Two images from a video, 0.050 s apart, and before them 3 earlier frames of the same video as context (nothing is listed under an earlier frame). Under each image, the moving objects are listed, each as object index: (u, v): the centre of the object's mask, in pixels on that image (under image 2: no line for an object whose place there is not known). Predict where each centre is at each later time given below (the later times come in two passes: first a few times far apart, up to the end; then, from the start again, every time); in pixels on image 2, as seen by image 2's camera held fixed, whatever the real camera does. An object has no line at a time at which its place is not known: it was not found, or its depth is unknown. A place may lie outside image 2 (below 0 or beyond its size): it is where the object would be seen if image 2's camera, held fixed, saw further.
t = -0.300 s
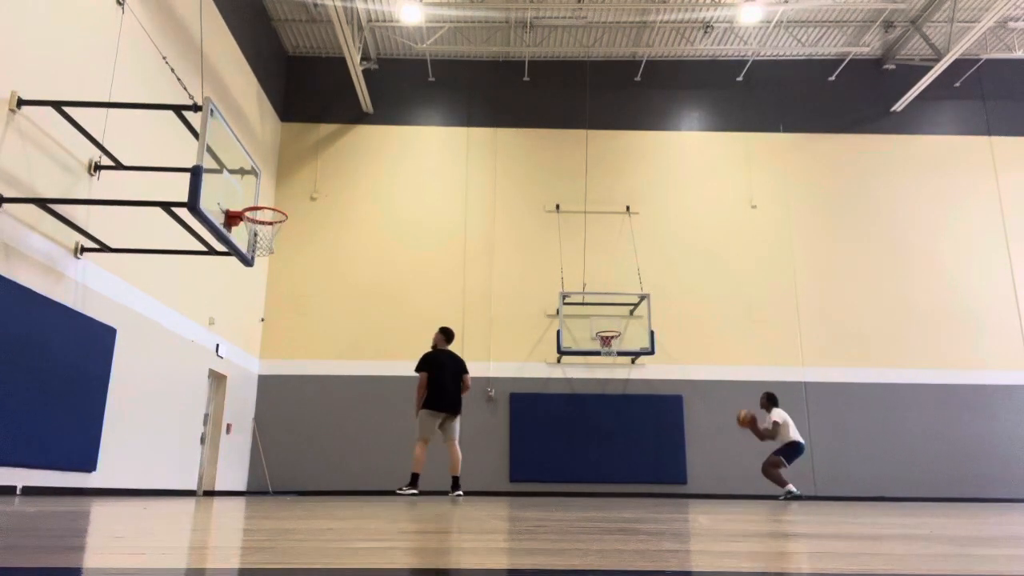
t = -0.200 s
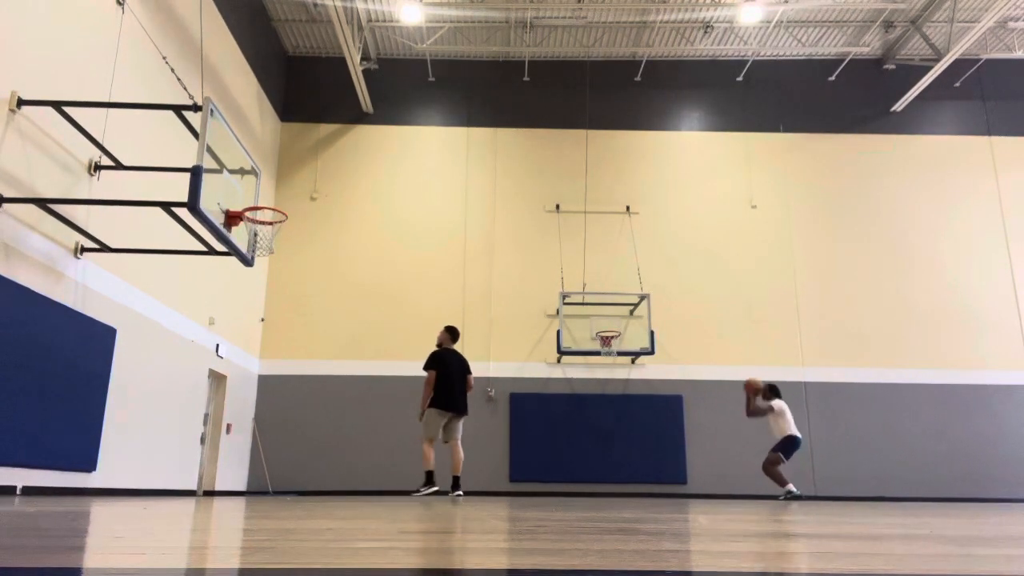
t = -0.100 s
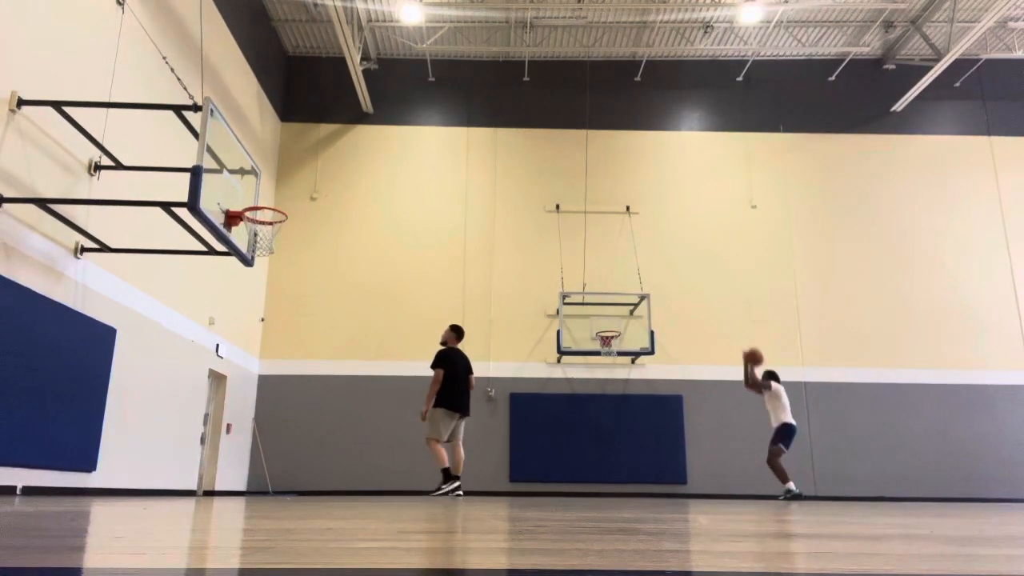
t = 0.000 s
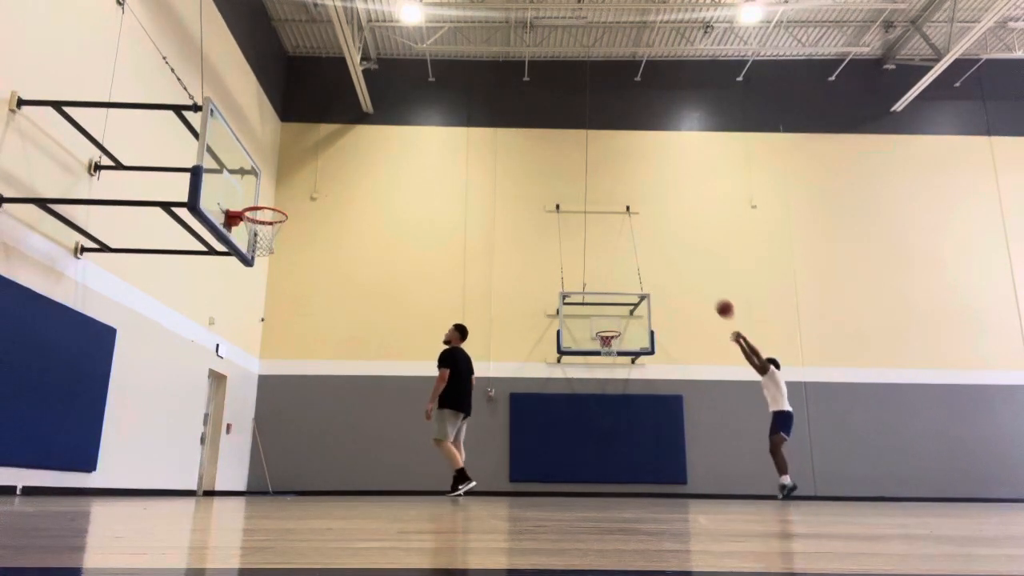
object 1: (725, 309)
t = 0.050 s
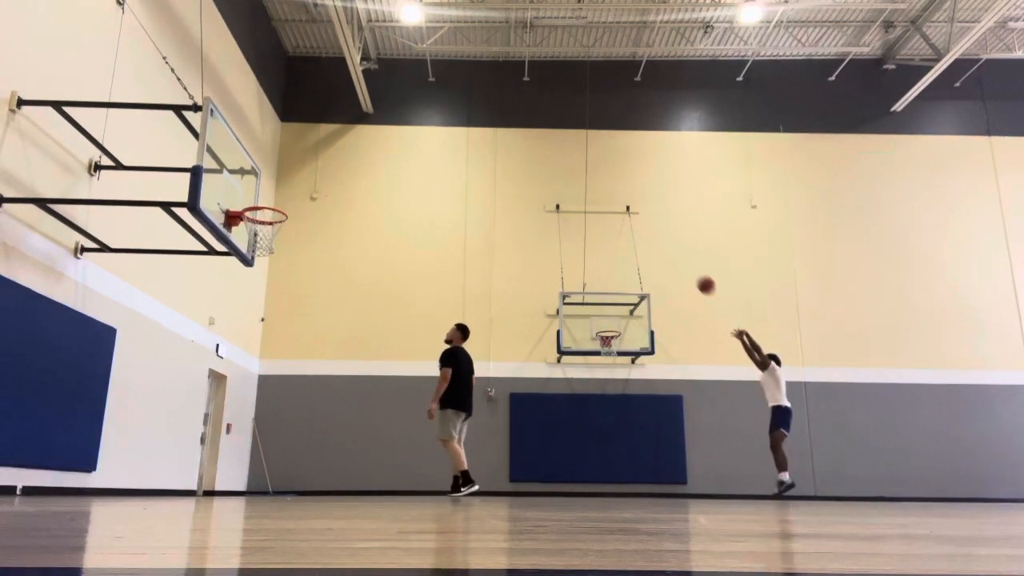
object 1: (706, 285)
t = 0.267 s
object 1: (626, 203)
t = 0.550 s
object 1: (522, 142)
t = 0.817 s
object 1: (419, 133)
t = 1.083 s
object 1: (304, 175)
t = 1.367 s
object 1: (317, 187)
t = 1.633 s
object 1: (414, 191)
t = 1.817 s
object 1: (484, 232)
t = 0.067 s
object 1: (700, 278)
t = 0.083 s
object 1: (693, 270)
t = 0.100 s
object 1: (687, 263)
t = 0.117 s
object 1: (681, 257)
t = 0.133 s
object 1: (675, 250)
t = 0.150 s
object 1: (668, 243)
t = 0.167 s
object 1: (662, 237)
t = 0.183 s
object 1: (656, 231)
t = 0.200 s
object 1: (650, 225)
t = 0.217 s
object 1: (644, 220)
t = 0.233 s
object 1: (638, 214)
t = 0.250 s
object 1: (632, 209)
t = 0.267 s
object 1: (626, 203)
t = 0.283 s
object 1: (620, 198)
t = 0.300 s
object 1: (614, 193)
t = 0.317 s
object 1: (607, 189)
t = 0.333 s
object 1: (601, 184)
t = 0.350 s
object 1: (595, 180)
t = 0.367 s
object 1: (589, 176)
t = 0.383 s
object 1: (583, 172)
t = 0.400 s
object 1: (577, 168)
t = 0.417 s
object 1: (571, 165)
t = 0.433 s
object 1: (565, 161)
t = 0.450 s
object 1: (559, 158)
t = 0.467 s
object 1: (553, 155)
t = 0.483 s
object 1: (547, 152)
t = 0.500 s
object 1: (540, 149)
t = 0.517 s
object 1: (534, 147)
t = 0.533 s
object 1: (528, 144)
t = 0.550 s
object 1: (522, 142)
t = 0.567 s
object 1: (516, 140)
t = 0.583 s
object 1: (509, 138)
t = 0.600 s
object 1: (503, 137)
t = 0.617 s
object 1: (497, 136)
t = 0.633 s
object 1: (491, 134)
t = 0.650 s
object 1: (484, 133)
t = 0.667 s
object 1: (478, 132)
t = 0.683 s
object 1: (471, 131)
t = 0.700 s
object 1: (465, 131)
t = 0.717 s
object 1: (459, 131)
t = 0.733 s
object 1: (452, 131)
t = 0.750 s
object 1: (445, 131)
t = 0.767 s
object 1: (439, 131)
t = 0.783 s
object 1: (432, 132)
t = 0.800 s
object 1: (426, 132)
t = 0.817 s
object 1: (419, 133)
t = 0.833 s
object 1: (413, 134)
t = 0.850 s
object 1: (406, 135)
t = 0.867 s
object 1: (399, 137)
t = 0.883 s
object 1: (392, 138)
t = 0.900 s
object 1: (385, 140)
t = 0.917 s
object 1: (378, 142)
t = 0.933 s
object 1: (371, 144)
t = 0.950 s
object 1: (364, 147)
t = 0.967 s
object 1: (357, 150)
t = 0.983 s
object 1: (349, 153)
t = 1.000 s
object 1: (342, 156)
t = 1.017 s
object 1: (335, 159)
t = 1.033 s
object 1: (327, 163)
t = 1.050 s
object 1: (319, 167)
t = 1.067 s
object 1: (312, 171)
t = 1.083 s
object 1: (304, 175)
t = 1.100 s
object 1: (296, 180)
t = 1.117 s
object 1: (289, 184)
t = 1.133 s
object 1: (280, 190)
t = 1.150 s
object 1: (273, 195)
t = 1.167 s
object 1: (264, 200)
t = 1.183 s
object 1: (257, 205)
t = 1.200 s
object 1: (253, 210)
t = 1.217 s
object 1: (260, 207)
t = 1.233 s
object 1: (268, 205)
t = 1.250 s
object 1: (275, 202)
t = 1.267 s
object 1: (282, 201)
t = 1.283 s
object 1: (287, 198)
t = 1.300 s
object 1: (293, 196)
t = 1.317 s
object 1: (299, 193)
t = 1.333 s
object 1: (306, 190)
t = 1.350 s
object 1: (312, 189)
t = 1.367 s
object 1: (317, 187)
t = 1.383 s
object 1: (324, 186)
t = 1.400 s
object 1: (329, 184)
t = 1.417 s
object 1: (335, 183)
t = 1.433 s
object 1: (341, 182)
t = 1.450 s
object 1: (347, 182)
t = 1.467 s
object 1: (353, 181)
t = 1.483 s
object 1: (359, 181)
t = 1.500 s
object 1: (366, 182)
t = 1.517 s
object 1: (371, 182)
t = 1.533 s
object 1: (378, 182)
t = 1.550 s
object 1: (383, 184)
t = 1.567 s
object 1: (389, 184)
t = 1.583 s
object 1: (396, 186)
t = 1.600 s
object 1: (402, 187)
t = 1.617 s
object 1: (408, 189)
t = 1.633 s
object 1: (414, 191)
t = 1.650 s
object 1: (421, 193)
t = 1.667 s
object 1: (426, 196)
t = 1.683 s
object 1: (432, 199)
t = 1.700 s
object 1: (439, 202)
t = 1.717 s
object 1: (445, 205)
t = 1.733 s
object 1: (452, 209)
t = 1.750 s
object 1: (458, 213)
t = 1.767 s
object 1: (464, 217)
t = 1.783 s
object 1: (471, 222)
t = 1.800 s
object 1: (477, 226)
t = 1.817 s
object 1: (484, 232)
